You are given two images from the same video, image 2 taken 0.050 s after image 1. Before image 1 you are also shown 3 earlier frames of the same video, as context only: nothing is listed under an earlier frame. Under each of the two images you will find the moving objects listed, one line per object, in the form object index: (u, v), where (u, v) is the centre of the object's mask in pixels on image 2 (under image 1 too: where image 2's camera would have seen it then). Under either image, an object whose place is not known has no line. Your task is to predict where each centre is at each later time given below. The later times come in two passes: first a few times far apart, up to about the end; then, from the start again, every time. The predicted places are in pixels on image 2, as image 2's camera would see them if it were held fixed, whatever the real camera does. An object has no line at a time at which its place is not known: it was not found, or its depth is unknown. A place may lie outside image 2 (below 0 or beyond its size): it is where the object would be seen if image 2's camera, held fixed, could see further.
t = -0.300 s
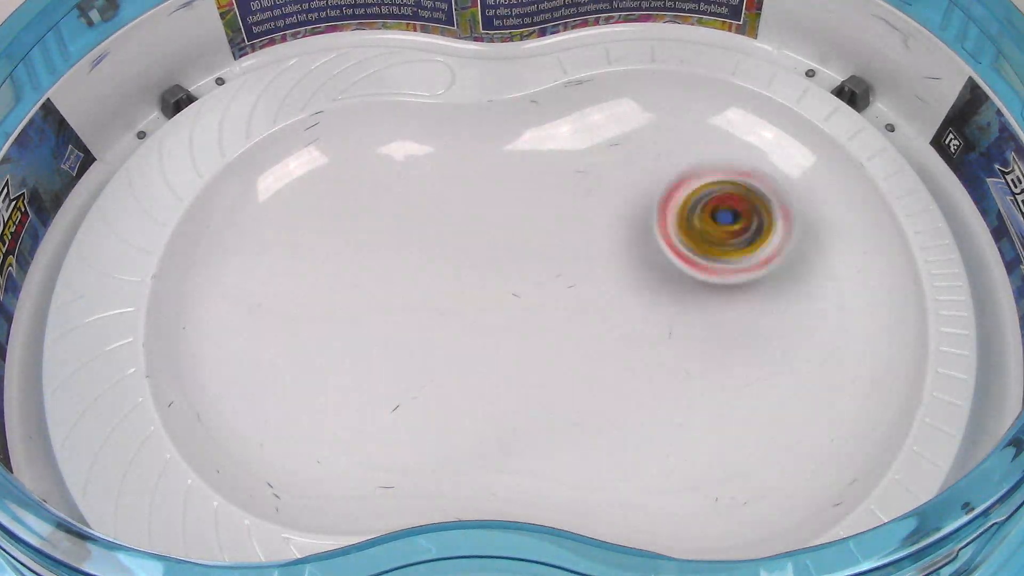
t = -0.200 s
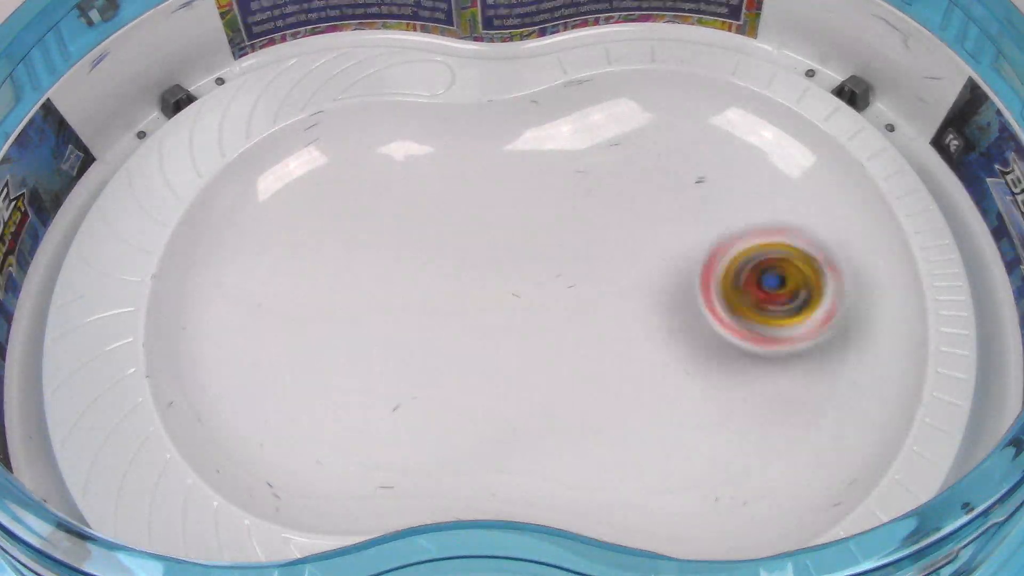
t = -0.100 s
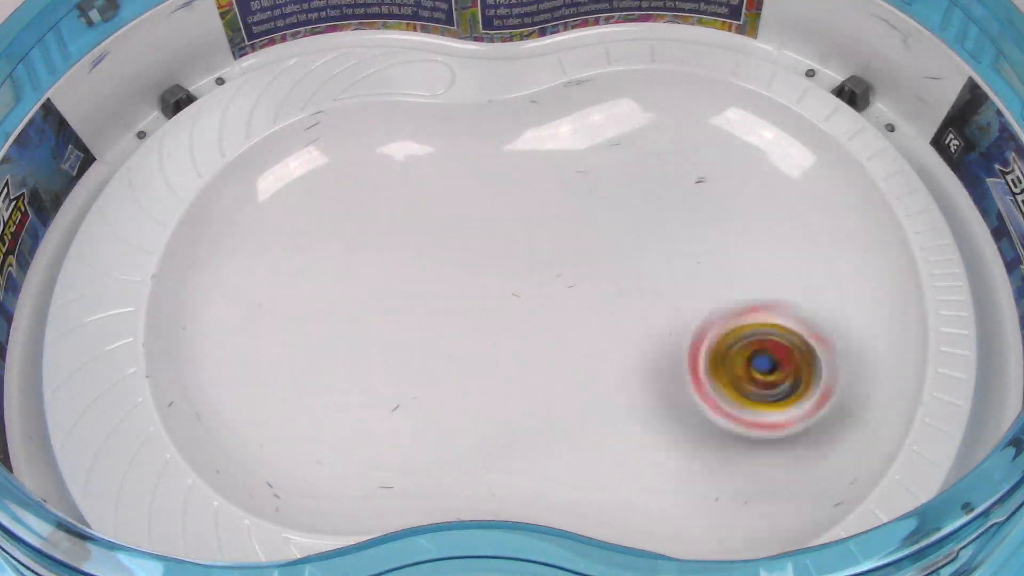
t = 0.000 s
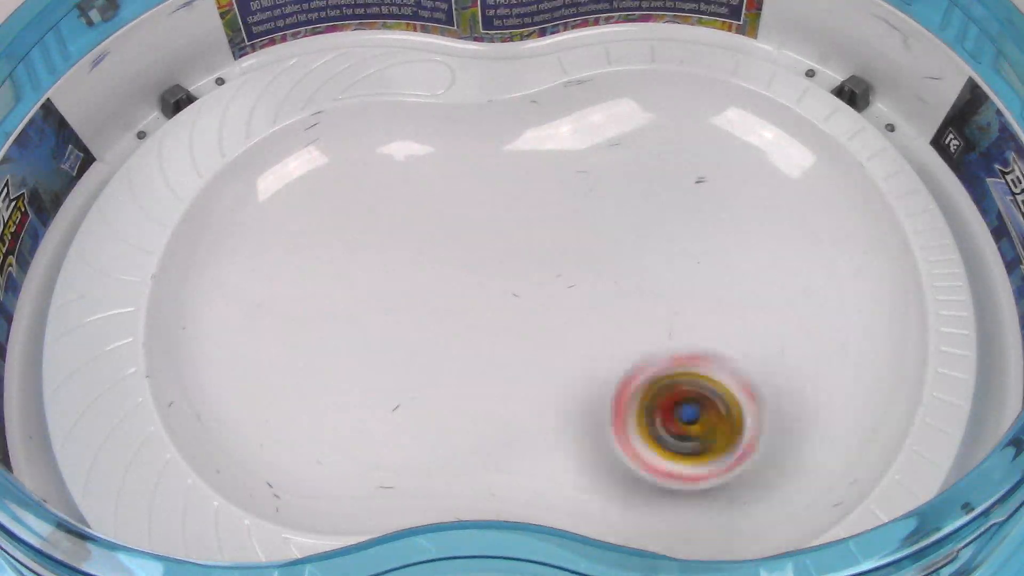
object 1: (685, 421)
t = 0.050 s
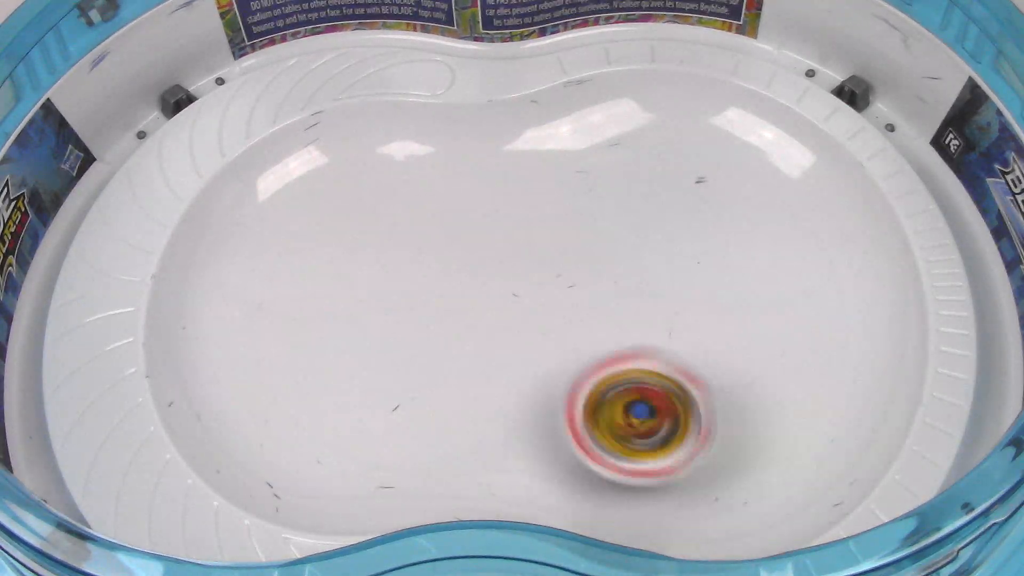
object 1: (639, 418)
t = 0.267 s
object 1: (484, 325)
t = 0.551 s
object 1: (509, 239)
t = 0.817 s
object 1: (652, 244)
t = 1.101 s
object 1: (707, 381)
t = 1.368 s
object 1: (599, 374)
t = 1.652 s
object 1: (630, 273)
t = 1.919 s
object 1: (746, 262)
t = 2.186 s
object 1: (697, 353)
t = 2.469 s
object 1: (554, 321)
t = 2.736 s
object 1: (500, 296)
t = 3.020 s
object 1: (503, 304)
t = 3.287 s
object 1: (535, 329)
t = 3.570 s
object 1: (592, 329)
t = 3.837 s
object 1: (695, 310)
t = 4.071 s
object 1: (743, 338)
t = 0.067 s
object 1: (622, 413)
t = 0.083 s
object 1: (609, 406)
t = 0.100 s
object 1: (594, 399)
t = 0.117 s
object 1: (581, 390)
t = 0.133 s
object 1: (567, 384)
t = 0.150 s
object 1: (552, 375)
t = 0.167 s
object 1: (540, 368)
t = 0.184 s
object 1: (524, 360)
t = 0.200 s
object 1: (515, 353)
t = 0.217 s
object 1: (503, 346)
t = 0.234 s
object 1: (497, 339)
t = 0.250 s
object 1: (488, 333)
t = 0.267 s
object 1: (484, 325)
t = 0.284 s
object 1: (479, 319)
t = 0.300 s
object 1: (477, 312)
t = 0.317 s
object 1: (475, 307)
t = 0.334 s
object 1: (473, 300)
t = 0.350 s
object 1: (473, 296)
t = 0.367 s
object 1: (473, 289)
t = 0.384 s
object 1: (474, 284)
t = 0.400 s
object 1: (474, 277)
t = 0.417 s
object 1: (477, 272)
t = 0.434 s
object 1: (477, 268)
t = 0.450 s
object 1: (480, 263)
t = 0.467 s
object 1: (483, 258)
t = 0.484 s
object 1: (488, 253)
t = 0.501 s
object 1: (491, 250)
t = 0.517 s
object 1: (498, 245)
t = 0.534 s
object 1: (502, 243)
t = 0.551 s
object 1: (509, 239)
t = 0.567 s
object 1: (517, 237)
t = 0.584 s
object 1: (524, 235)
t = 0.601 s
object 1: (533, 235)
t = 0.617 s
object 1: (540, 233)
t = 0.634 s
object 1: (551, 233)
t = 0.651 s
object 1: (559, 231)
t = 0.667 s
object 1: (570, 232)
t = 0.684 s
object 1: (578, 232)
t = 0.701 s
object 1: (589, 232)
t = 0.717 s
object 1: (598, 233)
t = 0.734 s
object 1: (608, 235)
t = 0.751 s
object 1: (616, 236)
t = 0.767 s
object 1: (627, 238)
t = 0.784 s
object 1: (634, 240)
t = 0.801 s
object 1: (644, 240)
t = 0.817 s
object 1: (652, 244)
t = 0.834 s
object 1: (660, 246)
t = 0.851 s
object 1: (667, 254)
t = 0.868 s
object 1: (674, 257)
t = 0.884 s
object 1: (681, 266)
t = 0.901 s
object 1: (688, 272)
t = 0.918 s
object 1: (694, 282)
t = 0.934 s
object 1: (698, 289)
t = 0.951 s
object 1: (704, 298)
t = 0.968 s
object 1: (707, 306)
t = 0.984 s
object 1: (712, 317)
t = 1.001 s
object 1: (713, 326)
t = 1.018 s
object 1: (716, 335)
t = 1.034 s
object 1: (715, 345)
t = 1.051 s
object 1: (716, 354)
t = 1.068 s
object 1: (713, 364)
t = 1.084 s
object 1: (712, 373)
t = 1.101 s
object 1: (707, 381)
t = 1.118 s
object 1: (704, 388)
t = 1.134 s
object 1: (697, 396)
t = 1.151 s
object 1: (692, 401)
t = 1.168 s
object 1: (683, 408)
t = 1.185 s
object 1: (676, 409)
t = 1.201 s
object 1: (667, 413)
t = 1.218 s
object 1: (660, 412)
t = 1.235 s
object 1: (650, 412)
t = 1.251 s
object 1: (643, 410)
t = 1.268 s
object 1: (635, 407)
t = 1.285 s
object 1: (628, 402)
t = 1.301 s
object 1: (622, 398)
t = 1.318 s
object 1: (617, 392)
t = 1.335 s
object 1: (610, 387)
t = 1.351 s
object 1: (606, 379)
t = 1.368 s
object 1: (599, 374)
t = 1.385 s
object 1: (595, 366)
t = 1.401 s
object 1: (590, 362)
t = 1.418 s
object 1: (587, 355)
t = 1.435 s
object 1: (584, 350)
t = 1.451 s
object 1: (583, 343)
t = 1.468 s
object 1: (583, 339)
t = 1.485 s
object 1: (585, 332)
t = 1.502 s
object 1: (586, 328)
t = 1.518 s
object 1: (589, 321)
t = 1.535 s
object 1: (592, 316)
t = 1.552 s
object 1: (598, 310)
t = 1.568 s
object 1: (601, 304)
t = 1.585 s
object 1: (607, 297)
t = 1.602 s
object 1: (610, 291)
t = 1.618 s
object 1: (617, 285)
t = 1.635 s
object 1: (622, 279)
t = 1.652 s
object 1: (630, 273)
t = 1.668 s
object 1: (636, 267)
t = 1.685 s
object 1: (644, 261)
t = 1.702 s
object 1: (650, 257)
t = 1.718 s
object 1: (659, 251)
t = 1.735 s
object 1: (666, 247)
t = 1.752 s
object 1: (676, 244)
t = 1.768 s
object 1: (682, 243)
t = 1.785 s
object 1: (692, 243)
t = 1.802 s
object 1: (699, 242)
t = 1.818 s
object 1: (709, 243)
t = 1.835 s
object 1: (715, 243)
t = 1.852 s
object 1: (724, 246)
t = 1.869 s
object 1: (728, 248)
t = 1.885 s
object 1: (736, 253)
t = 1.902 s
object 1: (740, 256)
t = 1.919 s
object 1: (746, 262)
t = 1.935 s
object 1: (749, 266)
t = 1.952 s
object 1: (754, 273)
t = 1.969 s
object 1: (755, 276)
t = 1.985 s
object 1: (757, 285)
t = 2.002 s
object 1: (757, 290)
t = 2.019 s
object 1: (757, 299)
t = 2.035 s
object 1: (754, 304)
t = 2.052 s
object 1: (751, 313)
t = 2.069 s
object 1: (748, 318)
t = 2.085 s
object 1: (743, 326)
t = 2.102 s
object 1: (738, 331)
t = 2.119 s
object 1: (730, 338)
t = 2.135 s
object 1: (724, 342)
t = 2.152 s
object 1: (715, 348)
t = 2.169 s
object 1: (708, 350)
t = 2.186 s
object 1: (697, 353)
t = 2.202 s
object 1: (689, 356)
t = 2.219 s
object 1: (678, 357)
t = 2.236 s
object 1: (671, 357)
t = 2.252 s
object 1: (659, 356)
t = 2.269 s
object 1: (652, 356)
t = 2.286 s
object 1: (639, 353)
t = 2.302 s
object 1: (631, 351)
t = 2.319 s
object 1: (621, 347)
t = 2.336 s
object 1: (612, 345)
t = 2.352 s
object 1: (603, 341)
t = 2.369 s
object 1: (594, 339)
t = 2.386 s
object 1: (587, 334)
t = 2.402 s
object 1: (578, 333)
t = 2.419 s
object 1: (572, 329)
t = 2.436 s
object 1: (565, 327)
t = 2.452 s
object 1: (561, 323)
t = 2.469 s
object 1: (554, 321)
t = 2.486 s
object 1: (551, 318)
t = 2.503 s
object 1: (544, 316)
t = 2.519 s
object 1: (542, 314)
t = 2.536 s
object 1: (536, 311)
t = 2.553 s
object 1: (533, 311)
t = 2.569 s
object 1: (529, 306)
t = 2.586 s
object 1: (525, 306)
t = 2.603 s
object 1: (521, 303)
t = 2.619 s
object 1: (516, 303)
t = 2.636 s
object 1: (514, 301)
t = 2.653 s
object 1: (509, 300)
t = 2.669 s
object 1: (508, 298)
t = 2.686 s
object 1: (504, 298)
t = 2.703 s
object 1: (504, 298)
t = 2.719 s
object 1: (499, 296)
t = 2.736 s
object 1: (500, 296)
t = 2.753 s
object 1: (497, 295)
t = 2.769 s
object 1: (497, 296)
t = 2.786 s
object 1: (497, 294)
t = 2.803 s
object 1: (496, 296)
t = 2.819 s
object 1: (497, 294)
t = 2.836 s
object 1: (496, 296)
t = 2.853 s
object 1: (497, 295)
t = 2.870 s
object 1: (496, 296)
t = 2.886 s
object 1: (499, 296)
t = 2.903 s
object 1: (497, 297)
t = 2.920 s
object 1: (499, 298)
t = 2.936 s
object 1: (499, 297)
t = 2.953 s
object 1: (500, 300)
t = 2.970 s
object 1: (501, 299)
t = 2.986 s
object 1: (501, 302)
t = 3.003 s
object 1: (503, 301)
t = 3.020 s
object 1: (503, 304)
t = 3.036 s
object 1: (505, 304)
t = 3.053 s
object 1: (504, 306)
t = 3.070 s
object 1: (507, 308)
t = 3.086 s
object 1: (507, 308)
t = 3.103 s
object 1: (509, 311)
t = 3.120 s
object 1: (510, 311)
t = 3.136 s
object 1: (513, 314)
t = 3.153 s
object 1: (515, 313)
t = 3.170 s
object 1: (516, 316)
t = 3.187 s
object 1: (521, 317)
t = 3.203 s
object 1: (521, 319)
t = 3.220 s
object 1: (526, 321)
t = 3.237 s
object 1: (527, 322)
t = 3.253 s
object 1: (531, 324)
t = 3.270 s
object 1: (532, 324)
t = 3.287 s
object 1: (535, 329)
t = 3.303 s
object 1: (538, 327)
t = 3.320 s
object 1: (540, 330)
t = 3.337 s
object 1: (544, 330)
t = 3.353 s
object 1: (545, 332)
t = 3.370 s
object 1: (550, 333)
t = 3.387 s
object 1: (551, 333)
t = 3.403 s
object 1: (556, 335)
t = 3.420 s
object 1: (559, 333)
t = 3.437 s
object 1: (562, 336)
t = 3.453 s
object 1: (566, 334)
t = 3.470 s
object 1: (567, 335)
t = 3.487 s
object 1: (573, 333)
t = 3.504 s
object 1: (574, 333)
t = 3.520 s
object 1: (580, 333)
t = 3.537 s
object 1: (583, 331)
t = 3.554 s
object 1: (587, 332)
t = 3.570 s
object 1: (592, 329)
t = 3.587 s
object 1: (595, 329)
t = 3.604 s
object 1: (601, 327)
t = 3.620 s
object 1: (604, 327)
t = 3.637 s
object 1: (612, 326)
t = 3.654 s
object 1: (616, 322)
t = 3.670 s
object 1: (624, 322)
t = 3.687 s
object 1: (632, 319)
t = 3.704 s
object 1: (638, 318)
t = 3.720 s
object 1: (648, 315)
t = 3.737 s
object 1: (653, 313)
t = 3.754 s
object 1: (661, 311)
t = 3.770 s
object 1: (666, 309)
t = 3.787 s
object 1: (674, 309)
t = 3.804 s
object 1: (681, 308)
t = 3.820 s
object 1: (686, 310)
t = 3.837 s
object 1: (695, 310)
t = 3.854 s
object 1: (700, 311)
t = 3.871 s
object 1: (708, 311)
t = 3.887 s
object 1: (712, 312)
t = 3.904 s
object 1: (718, 315)
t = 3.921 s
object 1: (723, 315)
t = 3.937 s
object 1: (726, 318)
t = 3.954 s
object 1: (732, 320)
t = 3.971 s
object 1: (733, 321)
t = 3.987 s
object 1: (738, 324)
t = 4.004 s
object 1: (739, 326)
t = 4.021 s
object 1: (741, 331)
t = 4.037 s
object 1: (743, 332)
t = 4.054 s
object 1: (742, 336)
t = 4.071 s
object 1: (743, 338)
